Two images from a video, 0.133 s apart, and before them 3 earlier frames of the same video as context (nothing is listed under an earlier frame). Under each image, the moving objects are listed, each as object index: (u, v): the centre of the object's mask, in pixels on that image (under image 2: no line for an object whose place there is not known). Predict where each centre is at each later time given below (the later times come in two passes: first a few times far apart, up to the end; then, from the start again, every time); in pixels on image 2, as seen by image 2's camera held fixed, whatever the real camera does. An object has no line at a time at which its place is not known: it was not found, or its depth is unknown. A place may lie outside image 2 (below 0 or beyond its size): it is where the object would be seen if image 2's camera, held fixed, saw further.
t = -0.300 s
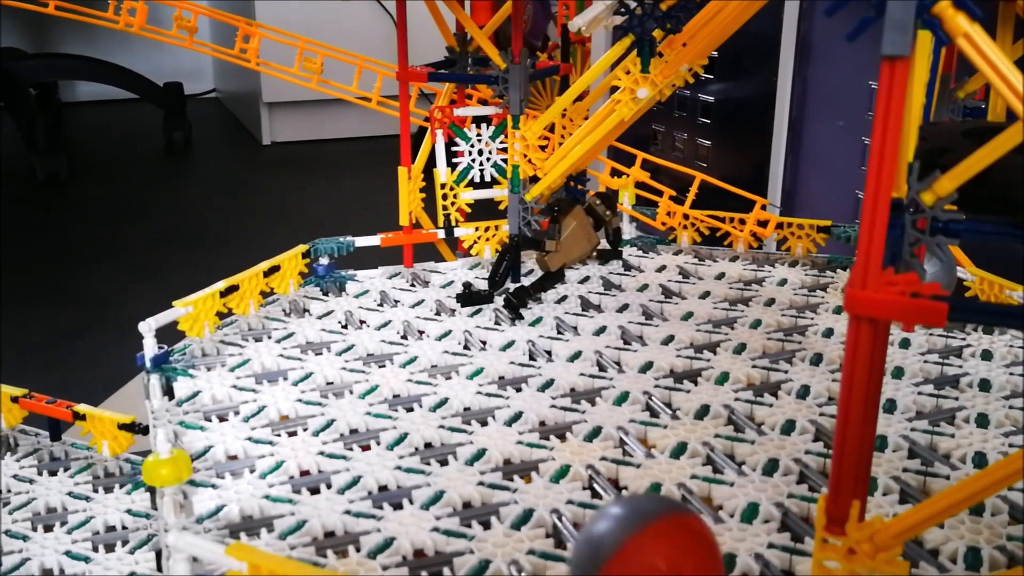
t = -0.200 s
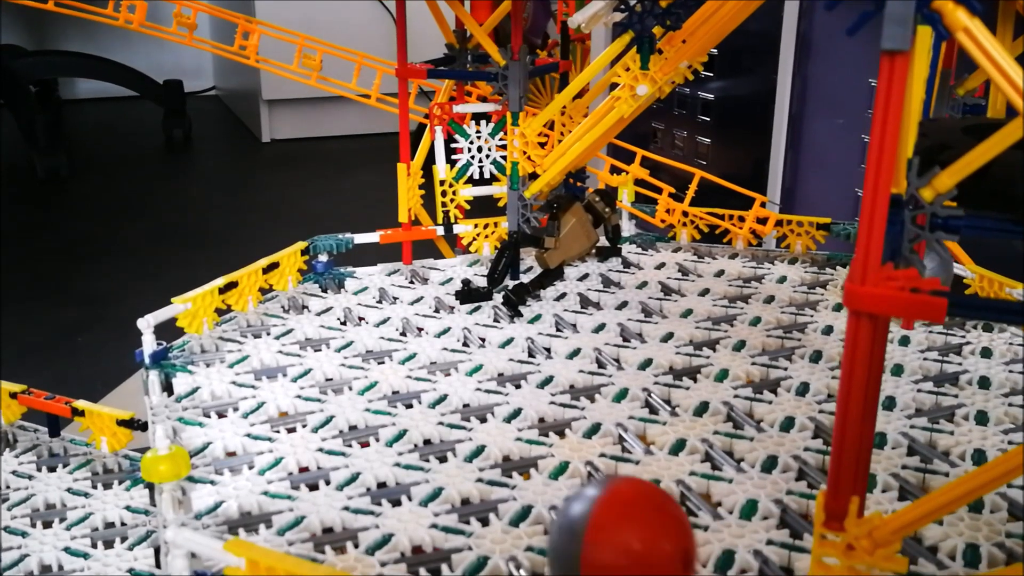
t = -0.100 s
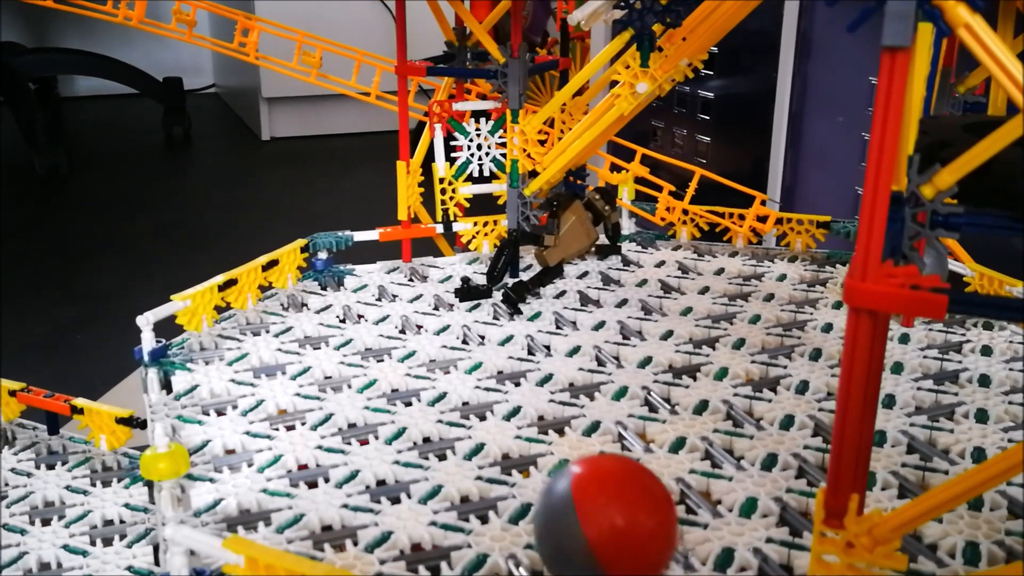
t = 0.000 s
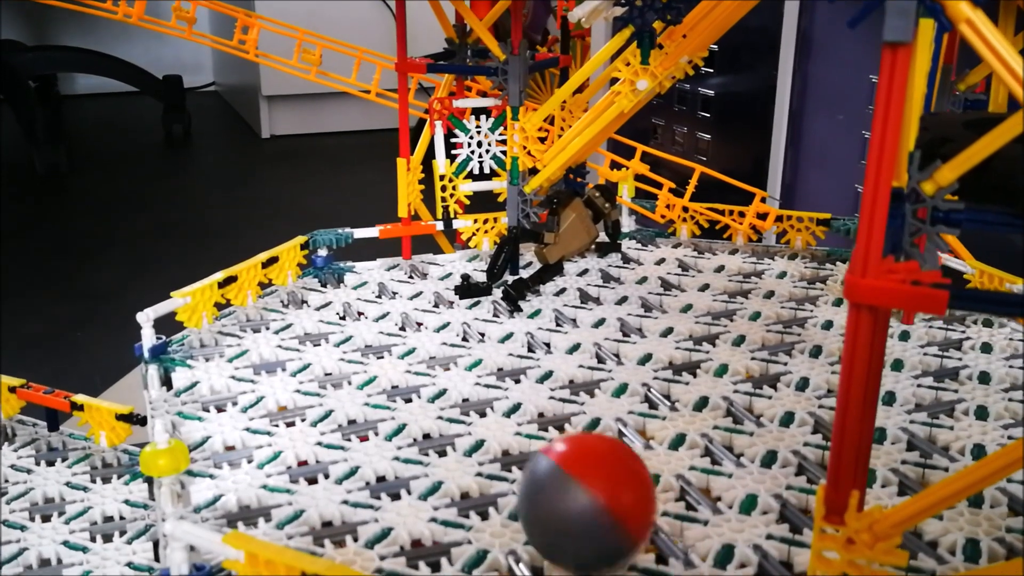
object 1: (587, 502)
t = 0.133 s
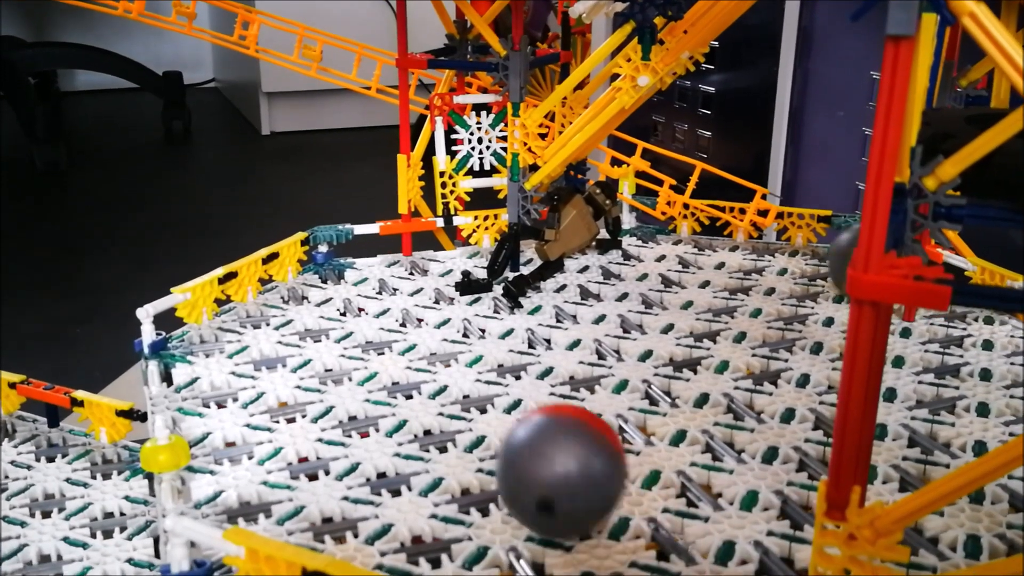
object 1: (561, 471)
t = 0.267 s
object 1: (533, 442)
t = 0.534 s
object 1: (468, 388)
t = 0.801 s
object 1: (390, 344)
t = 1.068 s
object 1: (314, 308)
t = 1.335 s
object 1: (252, 287)
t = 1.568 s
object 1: (271, 289)
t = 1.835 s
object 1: (299, 301)
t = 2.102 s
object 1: (310, 323)
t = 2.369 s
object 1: (317, 352)
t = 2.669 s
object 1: (251, 412)
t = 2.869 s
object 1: (147, 455)
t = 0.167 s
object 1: (553, 464)
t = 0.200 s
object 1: (547, 457)
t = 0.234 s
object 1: (539, 448)
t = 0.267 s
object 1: (533, 442)
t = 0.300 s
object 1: (526, 435)
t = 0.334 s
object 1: (518, 428)
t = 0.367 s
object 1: (510, 421)
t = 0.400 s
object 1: (502, 414)
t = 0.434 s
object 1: (494, 407)
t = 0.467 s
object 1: (486, 401)
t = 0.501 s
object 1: (477, 394)
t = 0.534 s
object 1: (468, 388)
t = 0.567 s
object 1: (459, 381)
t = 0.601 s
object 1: (450, 375)
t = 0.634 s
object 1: (441, 369)
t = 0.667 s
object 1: (432, 364)
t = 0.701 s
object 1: (422, 359)
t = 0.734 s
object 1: (411, 354)
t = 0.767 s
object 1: (401, 350)
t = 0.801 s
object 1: (390, 344)
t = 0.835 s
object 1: (380, 339)
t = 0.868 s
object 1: (371, 334)
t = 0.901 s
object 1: (362, 329)
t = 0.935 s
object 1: (353, 325)
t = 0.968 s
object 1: (343, 321)
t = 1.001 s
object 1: (333, 316)
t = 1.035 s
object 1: (324, 312)
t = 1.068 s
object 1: (314, 308)
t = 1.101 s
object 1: (304, 304)
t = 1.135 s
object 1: (295, 301)
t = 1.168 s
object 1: (284, 298)
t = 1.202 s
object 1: (274, 294)
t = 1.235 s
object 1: (264, 291)
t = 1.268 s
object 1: (254, 288)
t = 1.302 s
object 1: (248, 287)
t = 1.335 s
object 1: (252, 287)
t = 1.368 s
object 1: (255, 287)
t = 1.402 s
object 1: (257, 288)
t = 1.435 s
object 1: (259, 287)
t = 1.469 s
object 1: (261, 287)
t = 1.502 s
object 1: (265, 288)
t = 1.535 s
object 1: (268, 288)
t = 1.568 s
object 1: (271, 289)
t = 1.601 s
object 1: (277, 290)
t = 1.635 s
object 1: (281, 291)
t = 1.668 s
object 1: (285, 293)
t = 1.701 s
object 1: (288, 294)
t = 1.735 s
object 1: (290, 296)
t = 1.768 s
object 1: (293, 298)
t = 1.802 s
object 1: (296, 300)
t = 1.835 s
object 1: (299, 301)
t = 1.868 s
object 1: (302, 304)
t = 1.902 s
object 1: (304, 306)
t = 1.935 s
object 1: (305, 309)
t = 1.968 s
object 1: (306, 311)
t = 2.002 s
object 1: (307, 314)
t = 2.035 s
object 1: (308, 317)
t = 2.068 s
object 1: (309, 320)
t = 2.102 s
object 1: (310, 323)
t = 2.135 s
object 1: (312, 326)
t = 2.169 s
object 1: (313, 329)
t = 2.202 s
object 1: (315, 332)
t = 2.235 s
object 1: (318, 337)
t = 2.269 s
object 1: (319, 340)
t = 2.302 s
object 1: (319, 344)
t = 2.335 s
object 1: (319, 348)
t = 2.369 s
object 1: (317, 352)
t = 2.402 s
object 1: (314, 357)
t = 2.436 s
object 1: (310, 362)
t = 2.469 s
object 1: (305, 368)
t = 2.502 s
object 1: (299, 374)
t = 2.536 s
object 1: (292, 381)
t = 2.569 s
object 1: (284, 387)
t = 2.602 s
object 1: (274, 396)
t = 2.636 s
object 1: (264, 403)
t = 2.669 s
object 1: (251, 412)
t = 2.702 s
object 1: (237, 419)
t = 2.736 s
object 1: (223, 426)
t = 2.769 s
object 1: (205, 439)
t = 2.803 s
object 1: (186, 447)
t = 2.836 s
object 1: (167, 454)
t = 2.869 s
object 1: (147, 455)
